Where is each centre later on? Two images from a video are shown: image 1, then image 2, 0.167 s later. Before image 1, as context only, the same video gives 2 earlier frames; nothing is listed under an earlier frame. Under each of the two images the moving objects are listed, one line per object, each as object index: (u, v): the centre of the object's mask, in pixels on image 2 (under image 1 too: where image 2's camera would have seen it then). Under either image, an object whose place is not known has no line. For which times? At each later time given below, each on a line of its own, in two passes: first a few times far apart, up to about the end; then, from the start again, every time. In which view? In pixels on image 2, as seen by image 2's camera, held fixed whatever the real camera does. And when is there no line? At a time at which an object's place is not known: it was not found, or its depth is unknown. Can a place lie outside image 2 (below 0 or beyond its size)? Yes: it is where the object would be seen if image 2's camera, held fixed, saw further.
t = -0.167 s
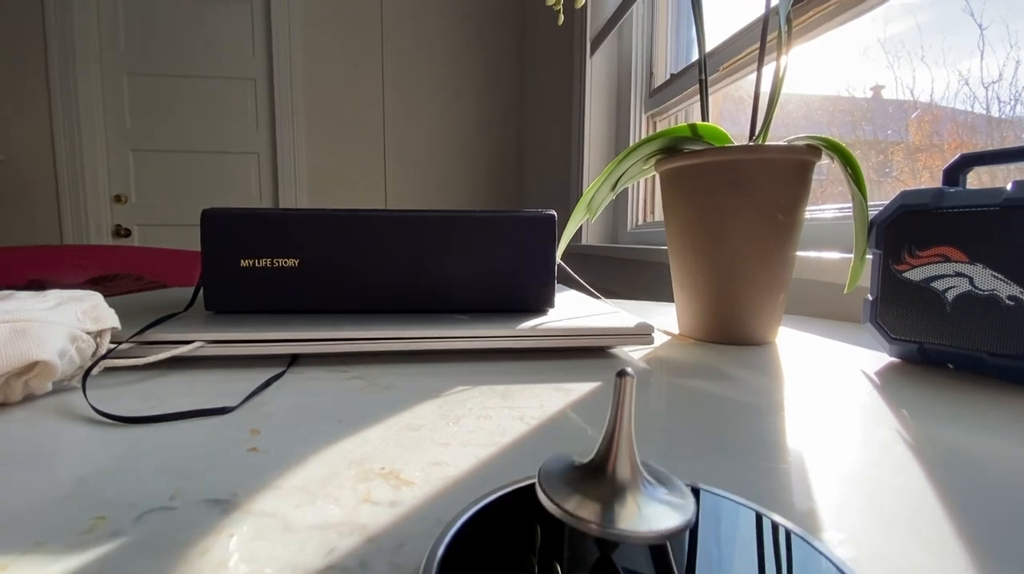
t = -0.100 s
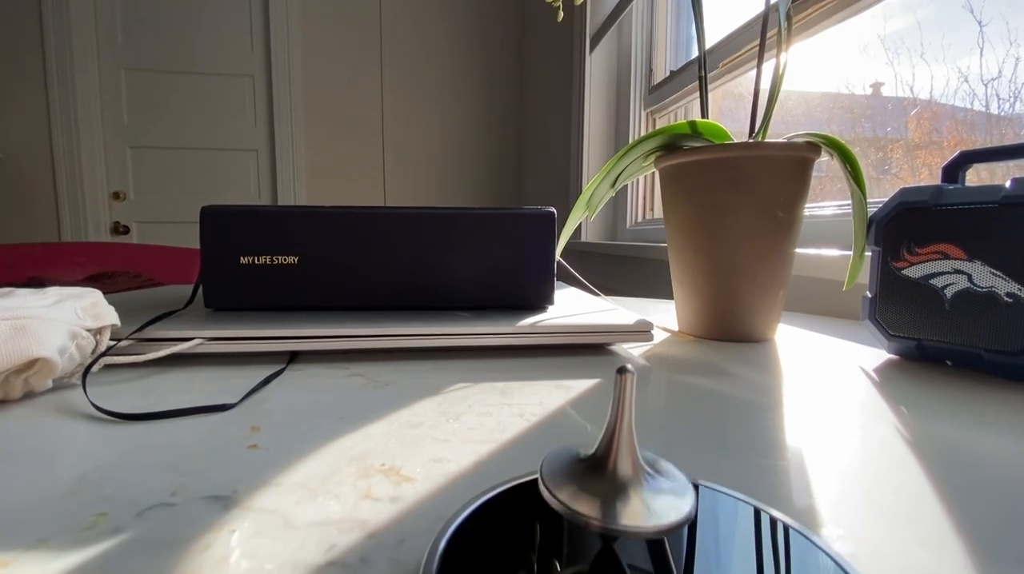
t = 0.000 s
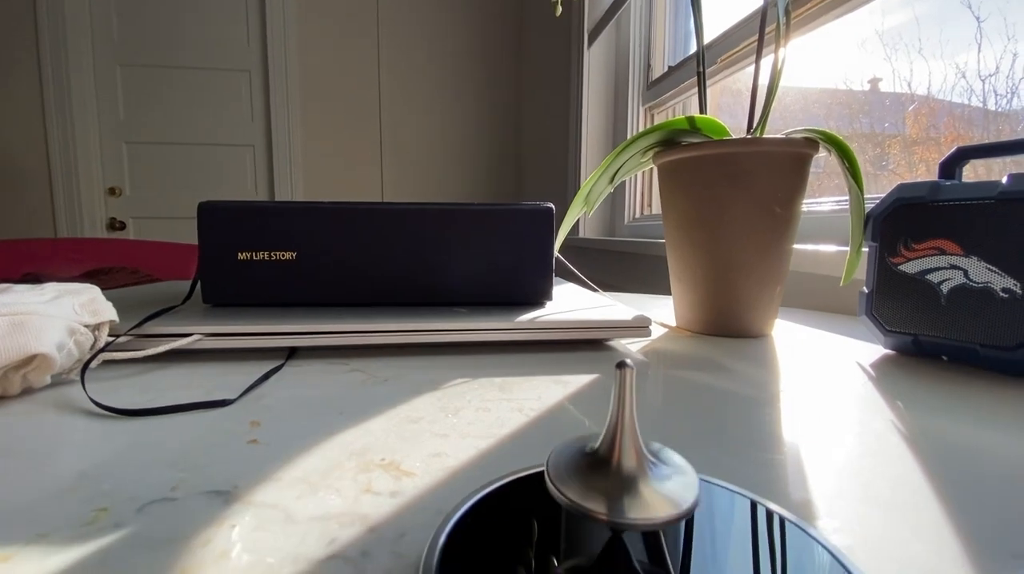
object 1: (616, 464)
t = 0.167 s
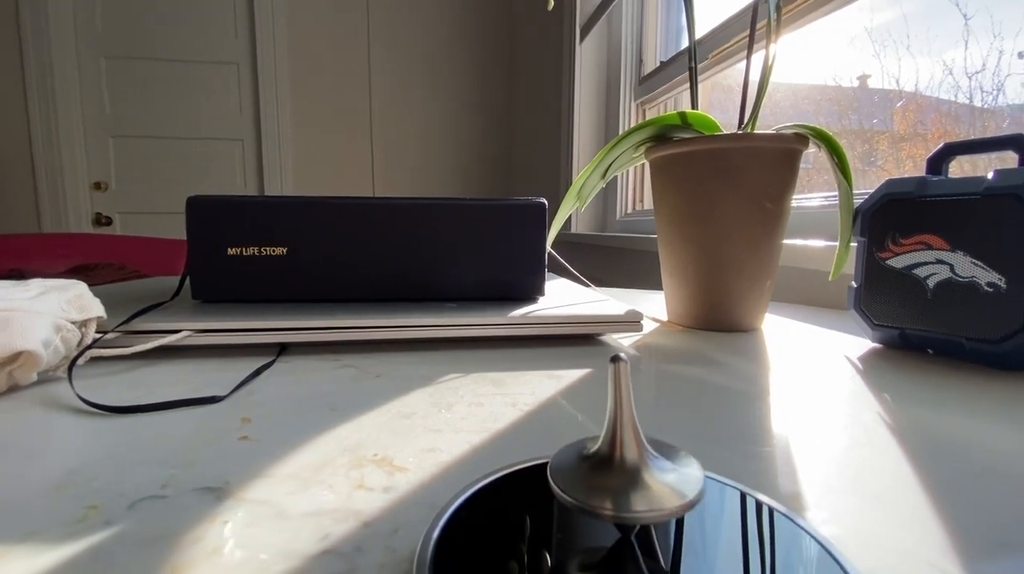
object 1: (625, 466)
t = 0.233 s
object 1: (624, 467)
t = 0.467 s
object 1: (608, 465)
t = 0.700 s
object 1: (614, 461)
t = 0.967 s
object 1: (619, 466)
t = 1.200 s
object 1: (604, 463)
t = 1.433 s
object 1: (614, 461)
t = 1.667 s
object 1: (614, 465)
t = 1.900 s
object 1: (600, 463)
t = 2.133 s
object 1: (613, 461)
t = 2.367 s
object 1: (612, 464)
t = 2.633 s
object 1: (603, 460)
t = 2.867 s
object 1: (618, 461)
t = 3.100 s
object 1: (608, 461)
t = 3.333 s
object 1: (606, 458)
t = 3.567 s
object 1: (616, 459)
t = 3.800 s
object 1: (604, 459)
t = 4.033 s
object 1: (607, 458)
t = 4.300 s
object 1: (613, 460)
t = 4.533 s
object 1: (603, 459)
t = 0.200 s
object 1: (625, 467)
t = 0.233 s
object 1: (624, 467)
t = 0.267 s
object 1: (622, 467)
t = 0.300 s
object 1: (620, 468)
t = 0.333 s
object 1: (618, 467)
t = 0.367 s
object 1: (615, 467)
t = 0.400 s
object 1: (612, 467)
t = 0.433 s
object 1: (610, 467)
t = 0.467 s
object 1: (608, 465)
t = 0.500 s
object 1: (606, 465)
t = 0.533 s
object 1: (606, 464)
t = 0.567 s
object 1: (607, 463)
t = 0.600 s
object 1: (608, 463)
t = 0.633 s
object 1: (609, 462)
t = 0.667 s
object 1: (611, 461)
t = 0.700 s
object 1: (614, 461)
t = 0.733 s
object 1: (616, 462)
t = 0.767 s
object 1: (618, 463)
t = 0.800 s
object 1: (620, 463)
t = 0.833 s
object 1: (621, 463)
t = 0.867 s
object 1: (622, 464)
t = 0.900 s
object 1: (621, 465)
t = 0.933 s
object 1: (620, 465)
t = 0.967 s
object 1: (619, 466)
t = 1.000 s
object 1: (616, 466)
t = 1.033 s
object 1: (614, 466)
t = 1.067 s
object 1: (611, 466)
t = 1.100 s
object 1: (609, 466)
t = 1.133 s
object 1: (607, 465)
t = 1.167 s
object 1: (605, 464)
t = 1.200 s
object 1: (604, 463)
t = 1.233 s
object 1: (604, 462)
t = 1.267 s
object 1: (604, 462)
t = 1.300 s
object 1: (606, 461)
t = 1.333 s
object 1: (607, 460)
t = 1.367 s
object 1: (610, 460)
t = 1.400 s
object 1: (612, 460)
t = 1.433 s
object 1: (614, 461)
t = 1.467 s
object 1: (616, 461)
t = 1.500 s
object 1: (617, 462)
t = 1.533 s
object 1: (619, 462)
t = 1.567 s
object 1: (619, 464)
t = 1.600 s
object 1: (617, 464)
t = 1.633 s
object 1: (616, 464)
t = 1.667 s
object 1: (614, 465)
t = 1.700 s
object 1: (612, 465)
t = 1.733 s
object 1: (609, 465)
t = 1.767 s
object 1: (607, 465)
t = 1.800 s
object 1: (604, 465)
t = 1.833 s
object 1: (602, 464)
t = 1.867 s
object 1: (601, 463)
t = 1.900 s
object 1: (600, 463)
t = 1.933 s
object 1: (601, 462)
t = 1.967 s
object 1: (602, 461)
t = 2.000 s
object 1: (604, 460)
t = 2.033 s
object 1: (606, 459)
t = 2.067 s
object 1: (609, 459)
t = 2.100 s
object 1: (611, 460)
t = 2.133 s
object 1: (613, 461)
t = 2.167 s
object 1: (615, 461)
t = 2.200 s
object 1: (617, 462)
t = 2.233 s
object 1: (617, 463)
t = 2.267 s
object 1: (617, 464)
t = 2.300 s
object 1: (615, 464)
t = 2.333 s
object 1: (614, 464)
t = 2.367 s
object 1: (612, 464)
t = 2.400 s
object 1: (610, 464)
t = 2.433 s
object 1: (608, 463)
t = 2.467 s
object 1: (605, 463)
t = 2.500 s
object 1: (603, 462)
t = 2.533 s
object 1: (602, 462)
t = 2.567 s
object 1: (602, 461)
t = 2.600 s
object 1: (602, 461)
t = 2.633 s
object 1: (603, 460)
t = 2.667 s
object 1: (605, 459)
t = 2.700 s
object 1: (607, 459)
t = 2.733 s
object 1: (610, 459)
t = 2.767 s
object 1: (612, 459)
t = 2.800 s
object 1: (614, 460)
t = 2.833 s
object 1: (616, 460)
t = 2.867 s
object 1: (618, 461)
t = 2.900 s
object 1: (618, 461)
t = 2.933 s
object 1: (617, 460)
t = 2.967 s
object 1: (617, 461)
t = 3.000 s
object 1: (615, 462)
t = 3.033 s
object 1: (611, 461)
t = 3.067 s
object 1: (610, 460)
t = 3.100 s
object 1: (608, 461)
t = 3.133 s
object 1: (605, 460)
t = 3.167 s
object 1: (603, 460)
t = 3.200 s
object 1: (603, 459)
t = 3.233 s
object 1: (603, 459)
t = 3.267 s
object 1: (603, 459)
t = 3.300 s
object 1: (604, 458)
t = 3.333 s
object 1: (606, 458)
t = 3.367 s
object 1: (608, 458)
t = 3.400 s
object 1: (610, 458)
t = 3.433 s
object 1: (611, 457)
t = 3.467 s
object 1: (614, 458)
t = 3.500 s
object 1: (615, 458)
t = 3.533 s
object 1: (617, 459)
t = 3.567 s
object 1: (616, 459)
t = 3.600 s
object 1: (616, 459)
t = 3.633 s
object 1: (615, 459)
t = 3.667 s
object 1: (612, 459)
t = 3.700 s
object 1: (609, 459)
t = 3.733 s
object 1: (608, 459)
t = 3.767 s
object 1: (606, 459)
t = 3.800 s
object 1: (604, 459)
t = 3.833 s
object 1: (602, 459)
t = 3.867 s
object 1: (602, 459)
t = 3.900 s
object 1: (601, 458)
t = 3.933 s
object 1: (601, 458)
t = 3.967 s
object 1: (603, 457)
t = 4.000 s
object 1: (605, 458)
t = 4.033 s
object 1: (607, 458)
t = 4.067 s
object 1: (609, 458)
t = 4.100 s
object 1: (610, 457)
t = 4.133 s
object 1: (612, 458)
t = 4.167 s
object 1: (614, 459)
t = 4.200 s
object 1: (616, 459)
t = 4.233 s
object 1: (616, 460)
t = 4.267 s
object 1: (614, 459)
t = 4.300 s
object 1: (613, 460)
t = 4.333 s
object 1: (612, 460)
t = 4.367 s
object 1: (610, 460)
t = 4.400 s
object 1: (608, 460)
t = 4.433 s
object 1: (606, 460)
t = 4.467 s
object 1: (604, 460)
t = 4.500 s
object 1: (603, 459)
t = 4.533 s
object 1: (603, 459)
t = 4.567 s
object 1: (603, 459)
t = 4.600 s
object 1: (604, 458)
